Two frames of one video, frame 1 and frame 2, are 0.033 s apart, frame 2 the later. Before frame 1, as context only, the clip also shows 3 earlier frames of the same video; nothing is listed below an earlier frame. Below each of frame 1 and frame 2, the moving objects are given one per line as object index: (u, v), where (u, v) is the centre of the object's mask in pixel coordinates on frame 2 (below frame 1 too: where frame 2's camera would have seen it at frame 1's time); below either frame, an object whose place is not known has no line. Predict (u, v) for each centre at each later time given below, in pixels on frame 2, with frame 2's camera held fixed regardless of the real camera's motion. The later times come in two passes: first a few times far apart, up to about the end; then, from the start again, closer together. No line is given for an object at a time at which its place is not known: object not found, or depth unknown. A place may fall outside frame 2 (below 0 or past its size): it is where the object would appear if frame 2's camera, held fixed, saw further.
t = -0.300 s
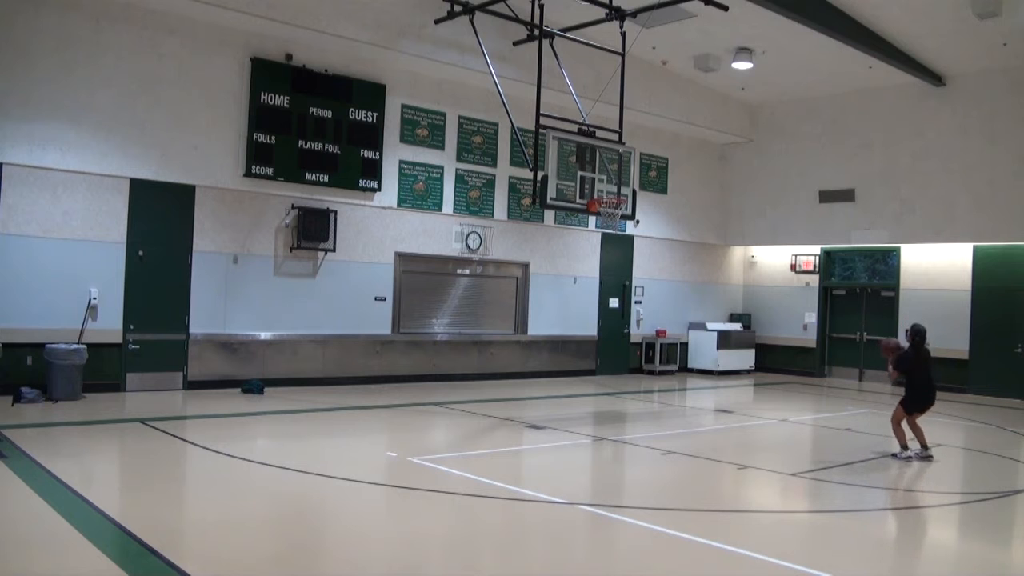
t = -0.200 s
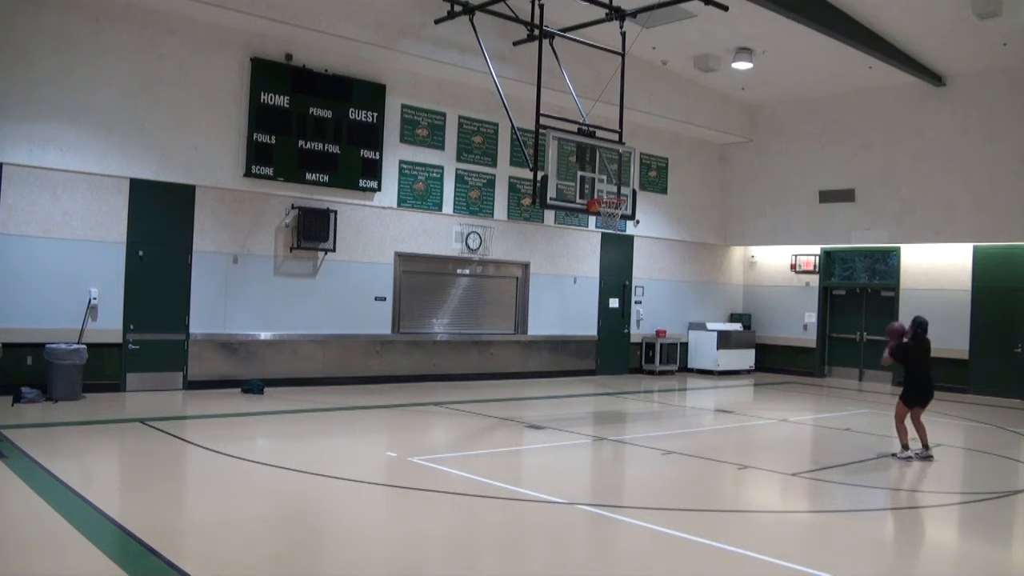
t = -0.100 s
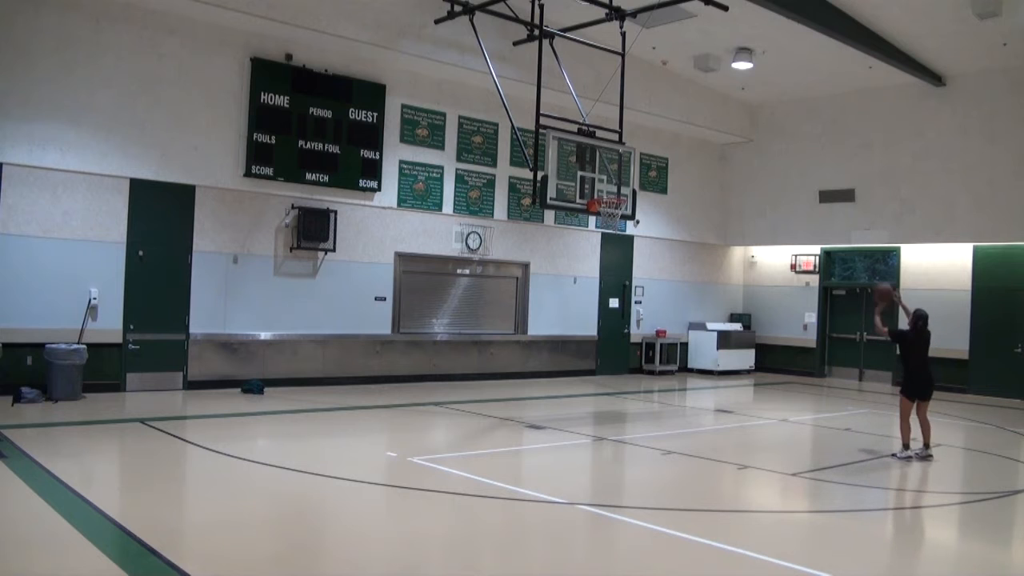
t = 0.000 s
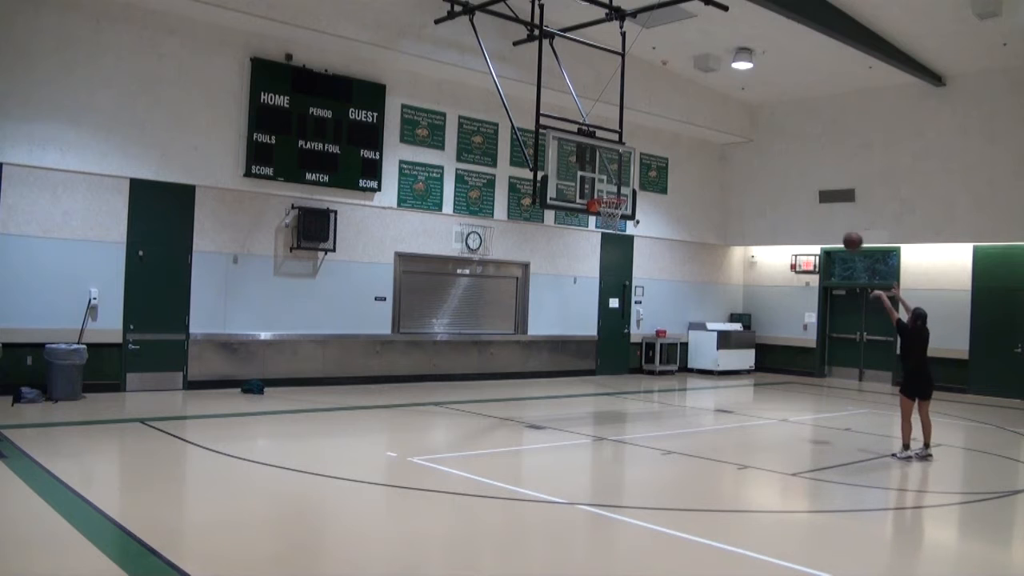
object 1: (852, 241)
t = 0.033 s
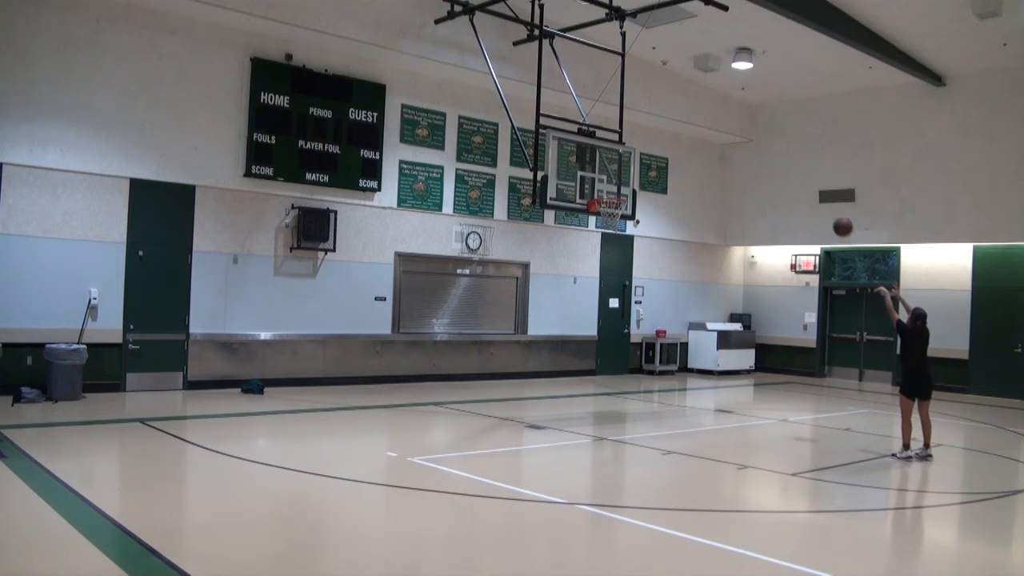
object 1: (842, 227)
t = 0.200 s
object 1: (794, 170)
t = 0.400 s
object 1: (739, 136)
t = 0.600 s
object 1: (689, 134)
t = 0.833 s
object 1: (633, 168)
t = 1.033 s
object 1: (613, 214)
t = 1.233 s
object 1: (626, 229)
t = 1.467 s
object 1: (637, 276)
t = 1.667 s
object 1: (645, 347)
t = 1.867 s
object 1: (650, 389)
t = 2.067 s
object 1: (657, 331)
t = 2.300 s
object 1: (661, 299)
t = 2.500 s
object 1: (664, 302)
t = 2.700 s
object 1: (666, 334)
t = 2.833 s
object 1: (666, 372)
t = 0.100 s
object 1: (822, 201)
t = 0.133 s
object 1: (813, 190)
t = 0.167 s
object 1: (803, 180)
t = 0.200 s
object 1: (794, 170)
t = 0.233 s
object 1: (784, 163)
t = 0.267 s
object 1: (775, 156)
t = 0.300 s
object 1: (766, 150)
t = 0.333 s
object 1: (756, 144)
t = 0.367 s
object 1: (747, 140)
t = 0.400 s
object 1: (739, 136)
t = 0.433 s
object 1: (731, 134)
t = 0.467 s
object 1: (722, 132)
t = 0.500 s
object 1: (714, 131)
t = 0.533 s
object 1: (705, 131)
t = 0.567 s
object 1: (697, 132)
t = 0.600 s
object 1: (689, 134)
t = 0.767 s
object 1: (649, 154)
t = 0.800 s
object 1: (641, 161)
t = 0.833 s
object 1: (633, 168)
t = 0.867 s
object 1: (625, 175)
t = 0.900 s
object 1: (618, 183)
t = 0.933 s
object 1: (611, 191)
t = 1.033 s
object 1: (613, 214)
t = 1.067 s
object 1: (618, 221)
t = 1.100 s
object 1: (619, 219)
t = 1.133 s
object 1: (621, 222)
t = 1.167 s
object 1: (623, 223)
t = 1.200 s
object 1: (625, 226)
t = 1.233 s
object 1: (626, 229)
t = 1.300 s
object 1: (631, 238)
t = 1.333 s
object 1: (631, 245)
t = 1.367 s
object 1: (633, 252)
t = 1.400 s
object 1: (634, 259)
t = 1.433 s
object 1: (635, 267)
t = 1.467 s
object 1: (637, 276)
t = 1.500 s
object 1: (638, 286)
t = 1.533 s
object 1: (639, 296)
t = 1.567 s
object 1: (641, 308)
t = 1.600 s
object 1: (642, 321)
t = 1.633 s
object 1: (643, 333)
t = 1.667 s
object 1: (645, 347)
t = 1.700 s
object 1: (645, 362)
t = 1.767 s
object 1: (647, 393)
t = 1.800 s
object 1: (648, 410)
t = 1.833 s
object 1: (649, 401)
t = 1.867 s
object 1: (650, 389)
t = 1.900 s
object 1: (651, 378)
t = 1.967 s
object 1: (653, 356)
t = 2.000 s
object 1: (653, 349)
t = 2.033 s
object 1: (655, 339)
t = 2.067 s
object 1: (657, 331)
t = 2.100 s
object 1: (657, 324)
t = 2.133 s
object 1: (658, 318)
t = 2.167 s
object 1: (658, 312)
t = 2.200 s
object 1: (659, 308)
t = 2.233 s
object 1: (660, 304)
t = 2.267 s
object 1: (660, 301)
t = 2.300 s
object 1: (661, 299)
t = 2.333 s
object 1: (662, 297)
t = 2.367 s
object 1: (662, 297)
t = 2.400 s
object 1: (663, 297)
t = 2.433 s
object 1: (663, 298)
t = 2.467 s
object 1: (664, 300)
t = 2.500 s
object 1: (664, 302)
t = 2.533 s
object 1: (665, 305)
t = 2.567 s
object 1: (665, 309)
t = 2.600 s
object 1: (665, 314)
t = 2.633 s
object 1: (666, 320)
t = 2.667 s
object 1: (666, 327)
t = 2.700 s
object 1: (666, 334)
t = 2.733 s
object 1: (666, 343)
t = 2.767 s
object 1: (667, 351)
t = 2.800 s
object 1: (666, 361)
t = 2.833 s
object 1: (666, 372)
